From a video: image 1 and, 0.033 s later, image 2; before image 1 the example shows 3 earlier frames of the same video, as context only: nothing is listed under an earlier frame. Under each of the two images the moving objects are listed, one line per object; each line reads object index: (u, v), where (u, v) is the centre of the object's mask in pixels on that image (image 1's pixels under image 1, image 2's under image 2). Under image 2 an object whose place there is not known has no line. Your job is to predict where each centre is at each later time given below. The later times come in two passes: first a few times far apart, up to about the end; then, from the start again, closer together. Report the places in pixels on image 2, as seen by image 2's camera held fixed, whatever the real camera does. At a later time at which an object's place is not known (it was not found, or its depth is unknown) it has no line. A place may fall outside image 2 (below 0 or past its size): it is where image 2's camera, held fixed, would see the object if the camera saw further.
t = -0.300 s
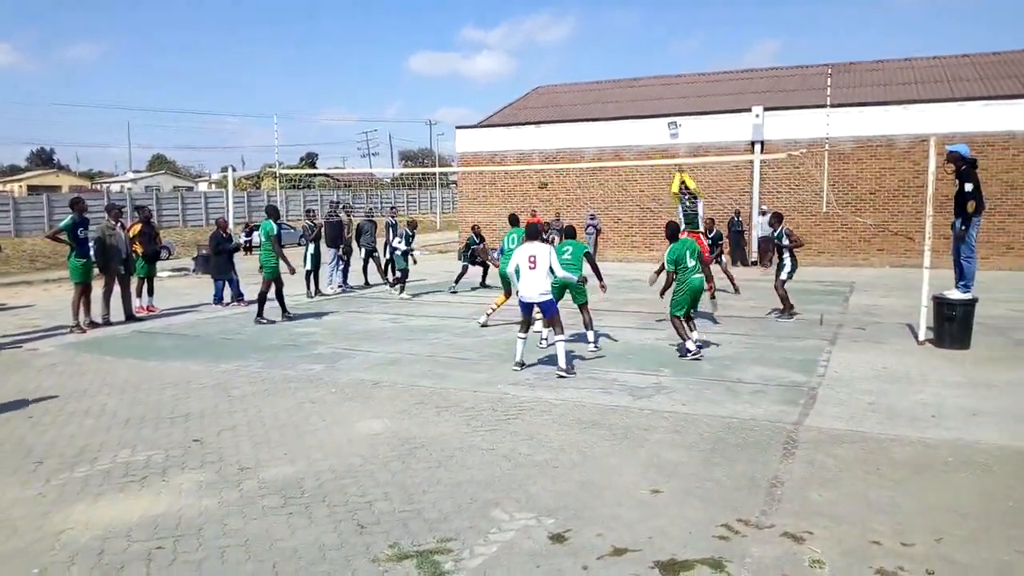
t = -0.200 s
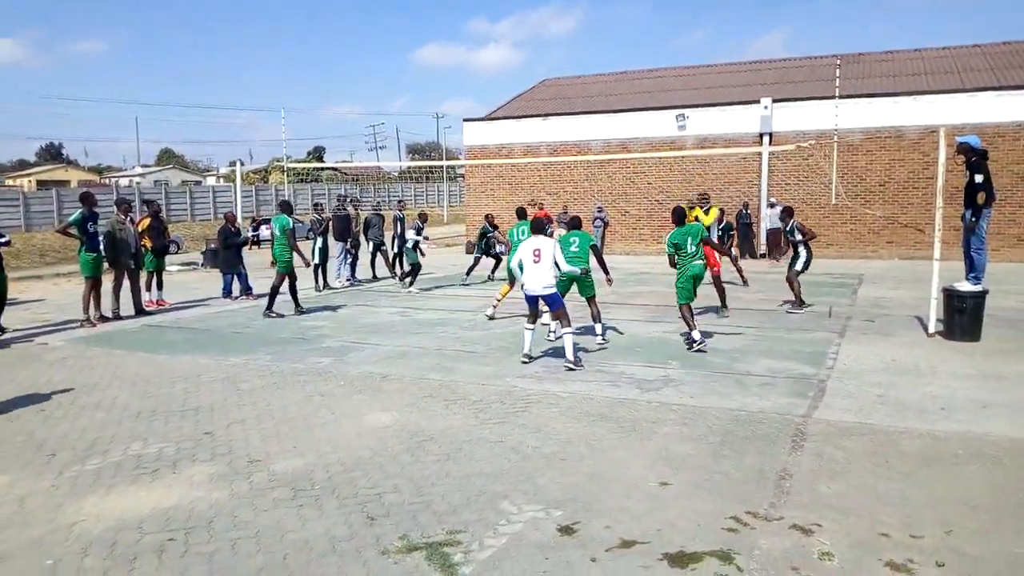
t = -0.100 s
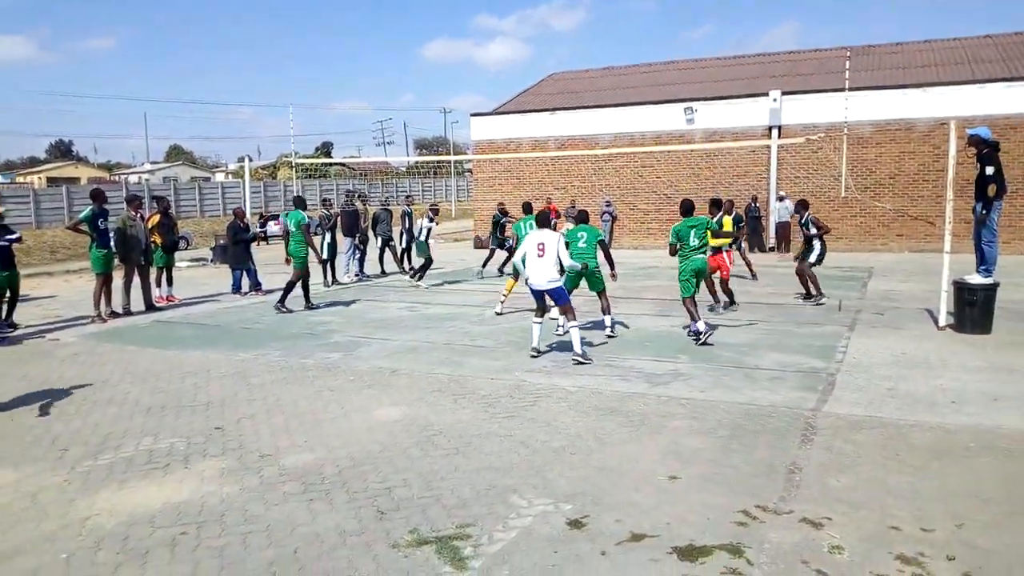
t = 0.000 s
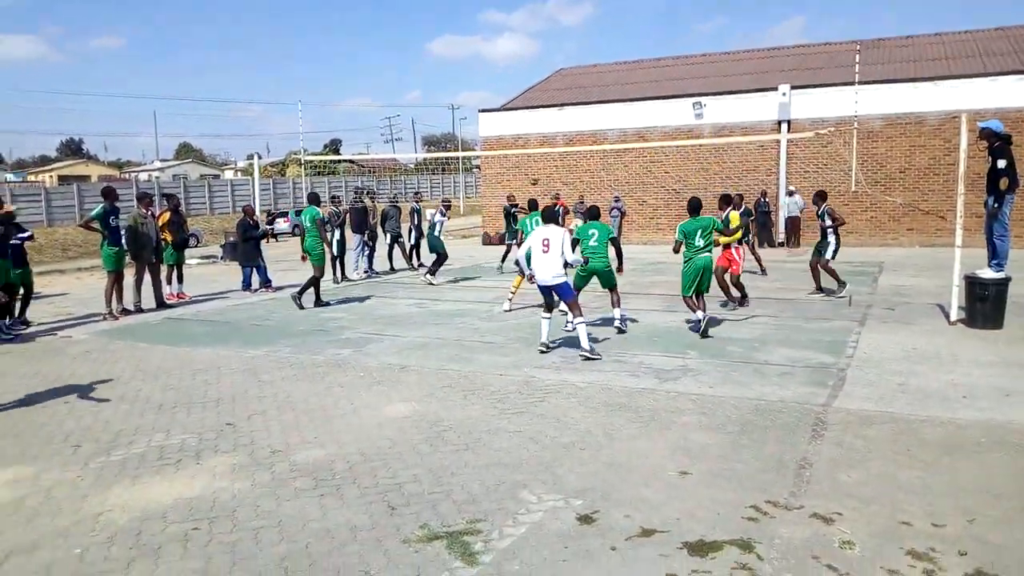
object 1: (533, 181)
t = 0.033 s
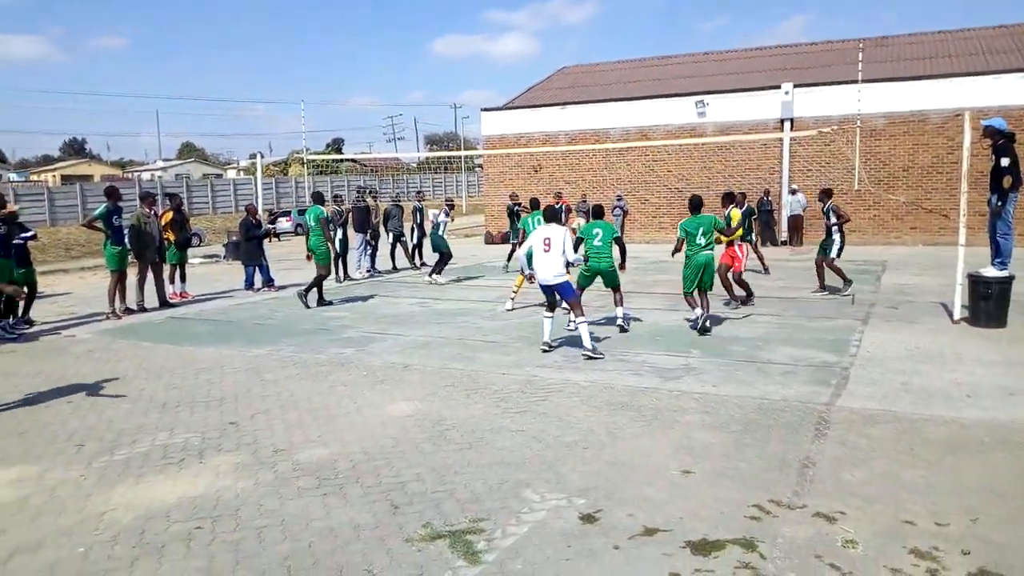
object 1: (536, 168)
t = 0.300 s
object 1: (537, 85)
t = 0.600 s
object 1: (540, 30)
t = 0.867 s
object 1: (543, 19)
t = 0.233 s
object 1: (536, 102)
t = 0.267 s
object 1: (537, 94)
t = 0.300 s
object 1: (537, 85)
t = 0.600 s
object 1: (540, 30)
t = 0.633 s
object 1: (540, 27)
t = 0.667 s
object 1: (541, 24)
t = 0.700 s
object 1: (541, 21)
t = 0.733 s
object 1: (542, 19)
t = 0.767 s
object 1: (542, 19)
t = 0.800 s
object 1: (543, 18)
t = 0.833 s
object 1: (543, 18)
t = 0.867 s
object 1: (543, 19)
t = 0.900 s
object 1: (543, 20)
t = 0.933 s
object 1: (544, 22)
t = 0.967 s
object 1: (545, 26)
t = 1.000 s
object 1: (545, 29)
